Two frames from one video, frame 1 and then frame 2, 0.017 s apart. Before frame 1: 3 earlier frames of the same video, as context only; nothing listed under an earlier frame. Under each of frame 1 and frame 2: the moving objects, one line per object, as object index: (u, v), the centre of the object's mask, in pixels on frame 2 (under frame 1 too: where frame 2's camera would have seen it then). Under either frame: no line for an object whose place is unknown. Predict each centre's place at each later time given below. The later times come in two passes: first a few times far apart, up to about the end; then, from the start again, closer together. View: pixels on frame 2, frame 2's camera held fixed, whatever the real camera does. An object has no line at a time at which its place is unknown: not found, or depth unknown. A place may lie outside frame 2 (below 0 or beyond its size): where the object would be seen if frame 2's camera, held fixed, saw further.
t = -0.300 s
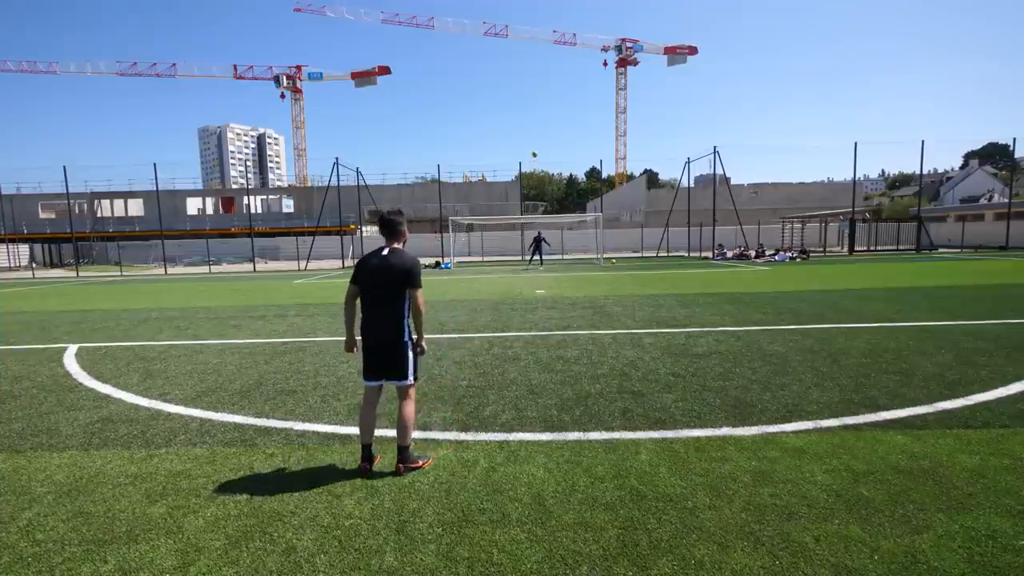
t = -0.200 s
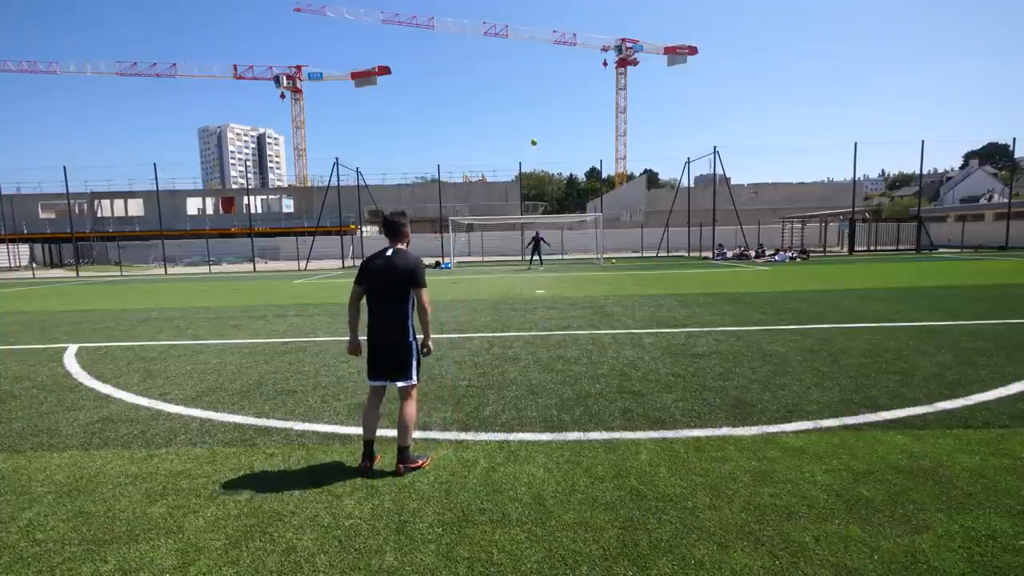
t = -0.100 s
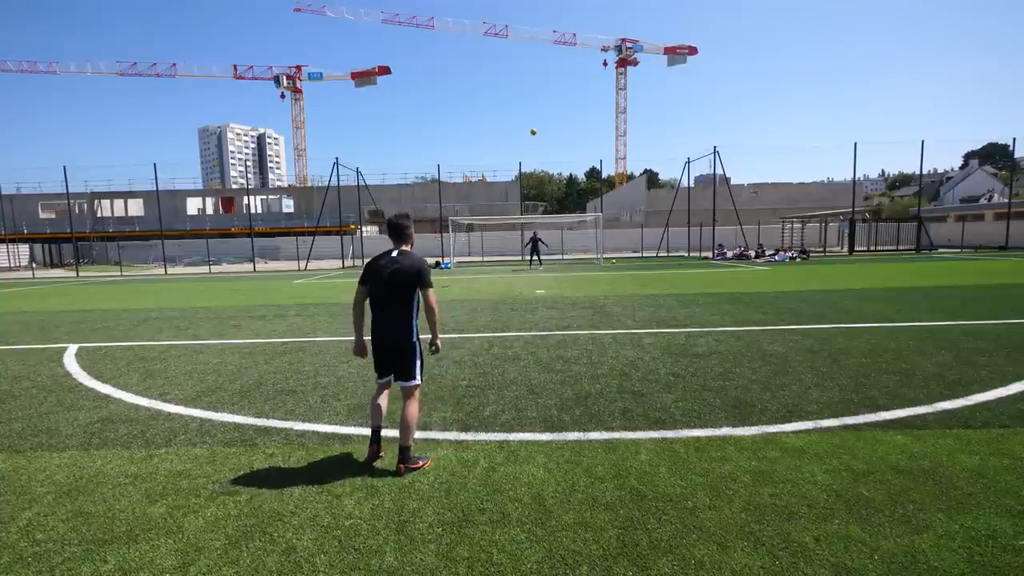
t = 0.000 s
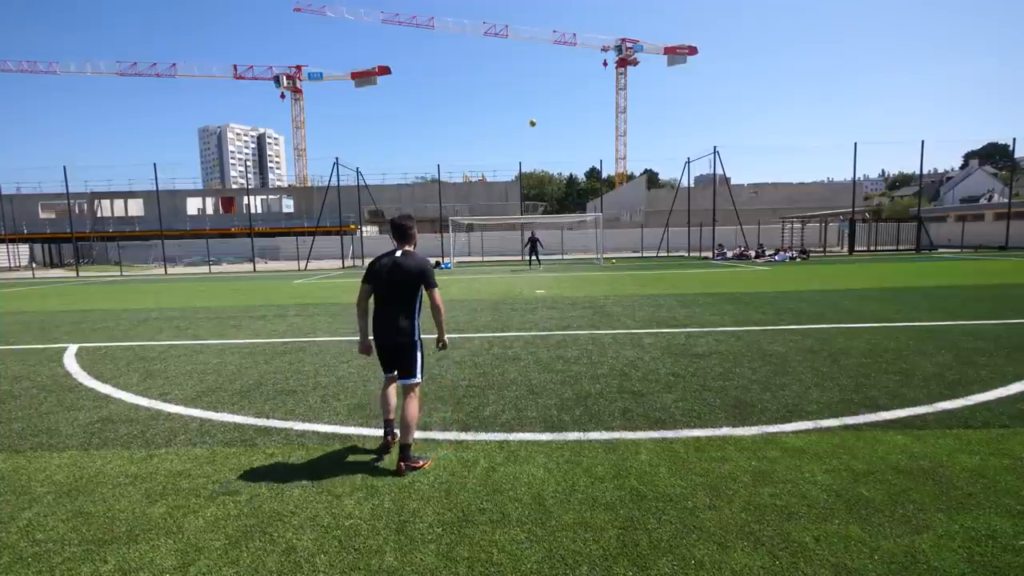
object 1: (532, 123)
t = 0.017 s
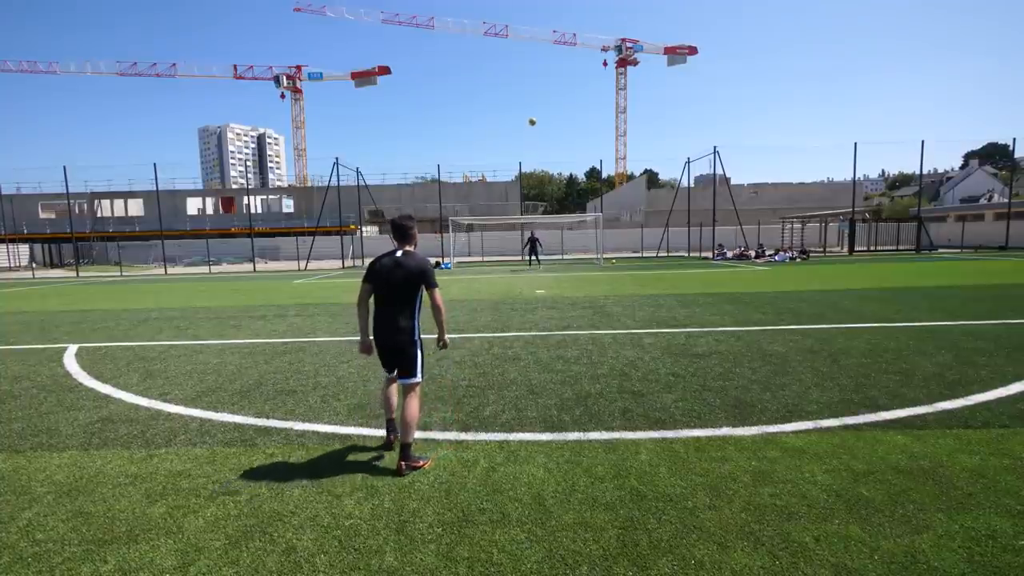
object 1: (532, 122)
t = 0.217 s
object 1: (530, 112)
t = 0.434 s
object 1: (525, 116)
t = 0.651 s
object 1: (519, 146)
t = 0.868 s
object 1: (506, 216)
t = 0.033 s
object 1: (531, 120)
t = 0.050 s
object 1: (532, 119)
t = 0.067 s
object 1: (531, 118)
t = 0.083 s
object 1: (531, 117)
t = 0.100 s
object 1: (531, 116)
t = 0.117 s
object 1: (531, 115)
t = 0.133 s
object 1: (531, 115)
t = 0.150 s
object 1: (530, 114)
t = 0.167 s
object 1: (530, 113)
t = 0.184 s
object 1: (530, 113)
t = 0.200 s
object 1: (530, 112)
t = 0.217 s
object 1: (530, 112)
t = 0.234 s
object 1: (529, 112)
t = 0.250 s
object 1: (529, 111)
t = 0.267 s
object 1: (529, 111)
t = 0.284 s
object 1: (529, 111)
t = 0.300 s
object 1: (528, 111)
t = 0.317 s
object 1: (528, 111)
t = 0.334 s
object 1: (528, 112)
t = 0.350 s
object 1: (527, 112)
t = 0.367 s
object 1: (527, 113)
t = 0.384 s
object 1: (526, 114)
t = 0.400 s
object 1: (526, 114)
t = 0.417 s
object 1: (526, 115)
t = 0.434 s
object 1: (525, 116)
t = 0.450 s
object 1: (525, 118)
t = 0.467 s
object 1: (525, 119)
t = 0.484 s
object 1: (524, 121)
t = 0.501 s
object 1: (524, 122)
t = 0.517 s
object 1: (523, 124)
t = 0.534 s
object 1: (523, 126)
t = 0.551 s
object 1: (522, 128)
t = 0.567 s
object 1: (522, 130)
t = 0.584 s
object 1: (521, 133)
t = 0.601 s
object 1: (521, 136)
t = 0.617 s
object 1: (520, 139)
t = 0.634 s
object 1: (519, 142)
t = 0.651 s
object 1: (519, 146)
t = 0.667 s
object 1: (518, 150)
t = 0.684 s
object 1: (517, 154)
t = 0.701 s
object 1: (516, 158)
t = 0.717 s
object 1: (516, 162)
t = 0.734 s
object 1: (515, 167)
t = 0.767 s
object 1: (513, 177)
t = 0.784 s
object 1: (512, 183)
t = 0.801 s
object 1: (512, 188)
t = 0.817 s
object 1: (510, 194)
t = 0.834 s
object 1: (509, 201)
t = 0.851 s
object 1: (506, 209)
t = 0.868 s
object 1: (506, 216)
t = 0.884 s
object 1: (504, 224)
